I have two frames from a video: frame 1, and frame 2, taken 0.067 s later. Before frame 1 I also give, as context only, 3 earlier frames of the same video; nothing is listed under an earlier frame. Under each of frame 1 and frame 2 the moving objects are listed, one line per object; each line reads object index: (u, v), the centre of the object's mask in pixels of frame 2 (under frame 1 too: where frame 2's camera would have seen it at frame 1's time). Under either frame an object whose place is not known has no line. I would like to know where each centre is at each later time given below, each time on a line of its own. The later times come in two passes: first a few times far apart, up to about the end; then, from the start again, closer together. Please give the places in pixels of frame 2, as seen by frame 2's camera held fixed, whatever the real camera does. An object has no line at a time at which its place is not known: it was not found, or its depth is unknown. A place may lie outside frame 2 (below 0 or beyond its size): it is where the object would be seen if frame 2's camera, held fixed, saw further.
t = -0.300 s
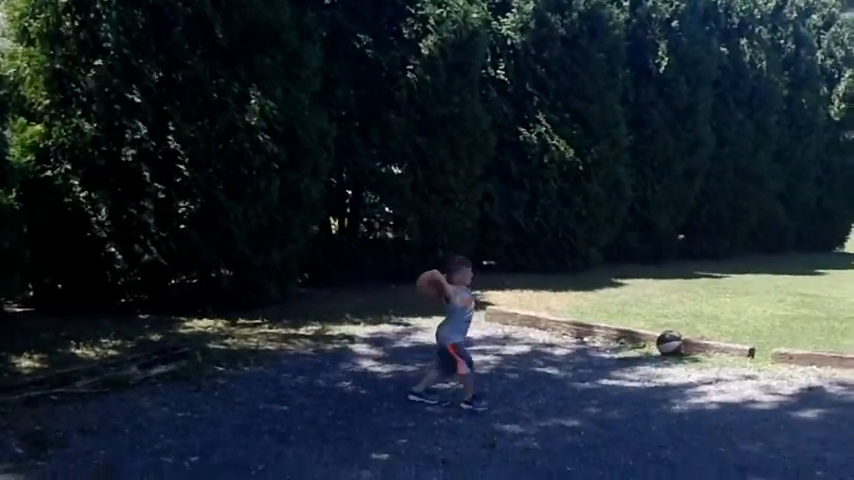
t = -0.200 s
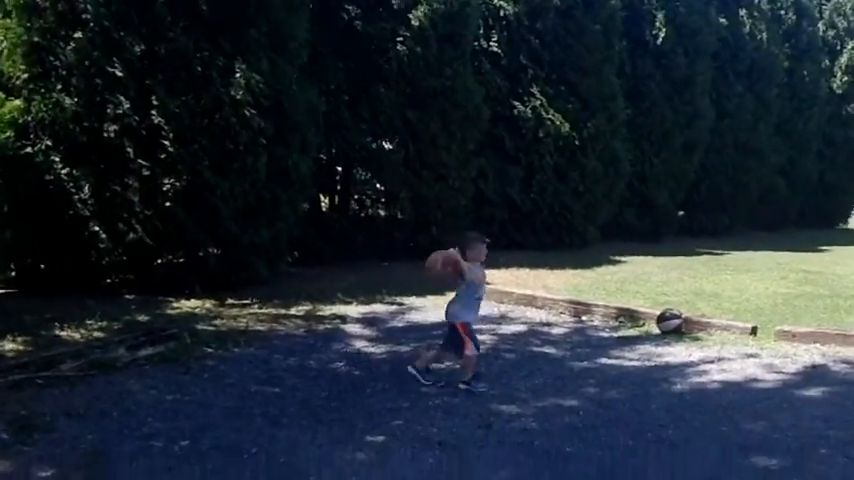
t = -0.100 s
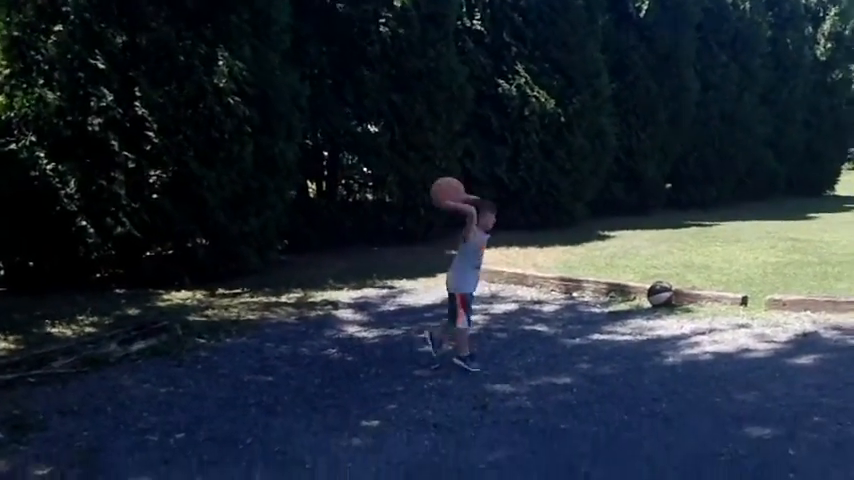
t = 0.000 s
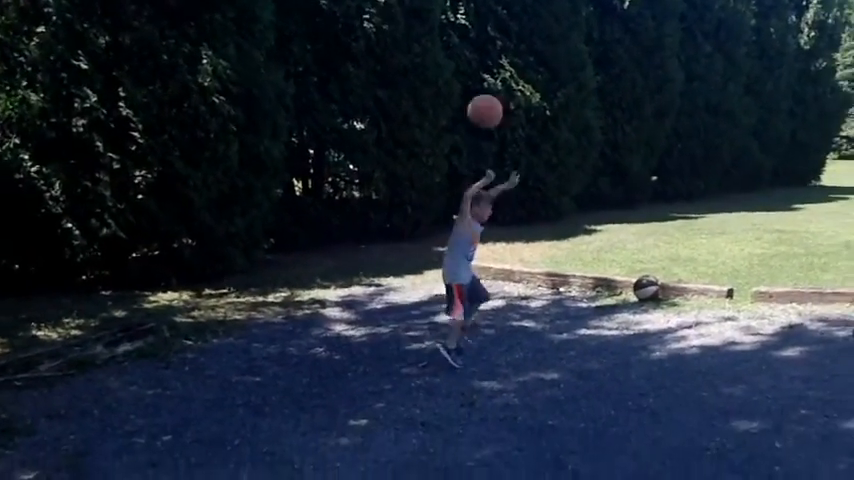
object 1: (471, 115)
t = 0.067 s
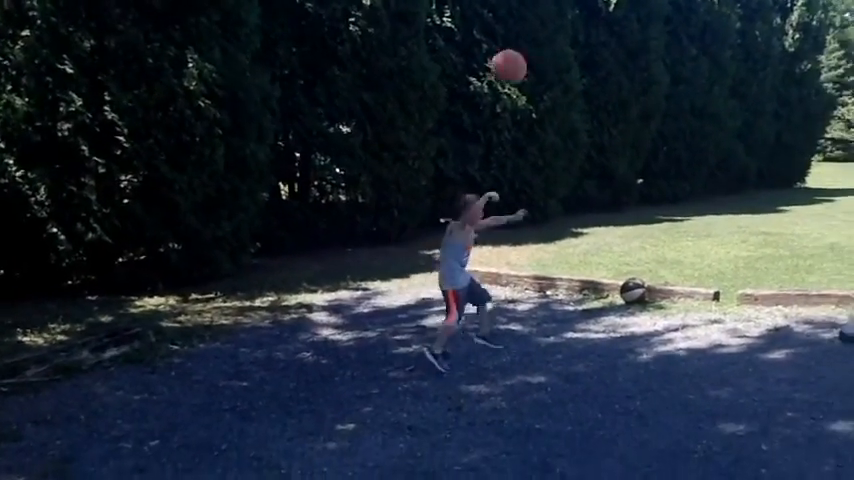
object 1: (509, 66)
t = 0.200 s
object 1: (587, -1)
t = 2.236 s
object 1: (710, 188)
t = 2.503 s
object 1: (676, 343)
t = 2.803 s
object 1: (621, 383)
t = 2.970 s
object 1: (585, 348)
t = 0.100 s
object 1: (527, 45)
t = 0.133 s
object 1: (546, 26)
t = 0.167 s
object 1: (566, 9)
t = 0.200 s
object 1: (587, -1)
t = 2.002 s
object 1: (747, 191)
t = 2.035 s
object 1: (742, 182)
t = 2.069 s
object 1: (735, 178)
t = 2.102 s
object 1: (730, 177)
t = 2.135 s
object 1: (725, 178)
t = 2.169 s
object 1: (720, 178)
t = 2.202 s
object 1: (714, 182)
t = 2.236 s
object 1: (710, 188)
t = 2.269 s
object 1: (708, 199)
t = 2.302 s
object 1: (703, 211)
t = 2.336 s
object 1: (698, 227)
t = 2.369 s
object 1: (694, 245)
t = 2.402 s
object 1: (689, 266)
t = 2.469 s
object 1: (680, 315)
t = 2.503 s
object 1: (676, 343)
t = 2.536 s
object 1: (675, 377)
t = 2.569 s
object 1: (668, 412)
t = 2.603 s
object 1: (663, 452)
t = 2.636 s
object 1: (658, 478)
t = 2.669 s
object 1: (651, 455)
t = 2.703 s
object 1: (643, 433)
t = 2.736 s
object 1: (636, 413)
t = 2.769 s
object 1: (628, 397)
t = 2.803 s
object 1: (621, 383)
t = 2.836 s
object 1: (613, 371)
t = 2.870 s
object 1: (607, 360)
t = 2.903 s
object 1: (600, 352)
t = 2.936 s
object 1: (593, 349)
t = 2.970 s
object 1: (585, 348)
